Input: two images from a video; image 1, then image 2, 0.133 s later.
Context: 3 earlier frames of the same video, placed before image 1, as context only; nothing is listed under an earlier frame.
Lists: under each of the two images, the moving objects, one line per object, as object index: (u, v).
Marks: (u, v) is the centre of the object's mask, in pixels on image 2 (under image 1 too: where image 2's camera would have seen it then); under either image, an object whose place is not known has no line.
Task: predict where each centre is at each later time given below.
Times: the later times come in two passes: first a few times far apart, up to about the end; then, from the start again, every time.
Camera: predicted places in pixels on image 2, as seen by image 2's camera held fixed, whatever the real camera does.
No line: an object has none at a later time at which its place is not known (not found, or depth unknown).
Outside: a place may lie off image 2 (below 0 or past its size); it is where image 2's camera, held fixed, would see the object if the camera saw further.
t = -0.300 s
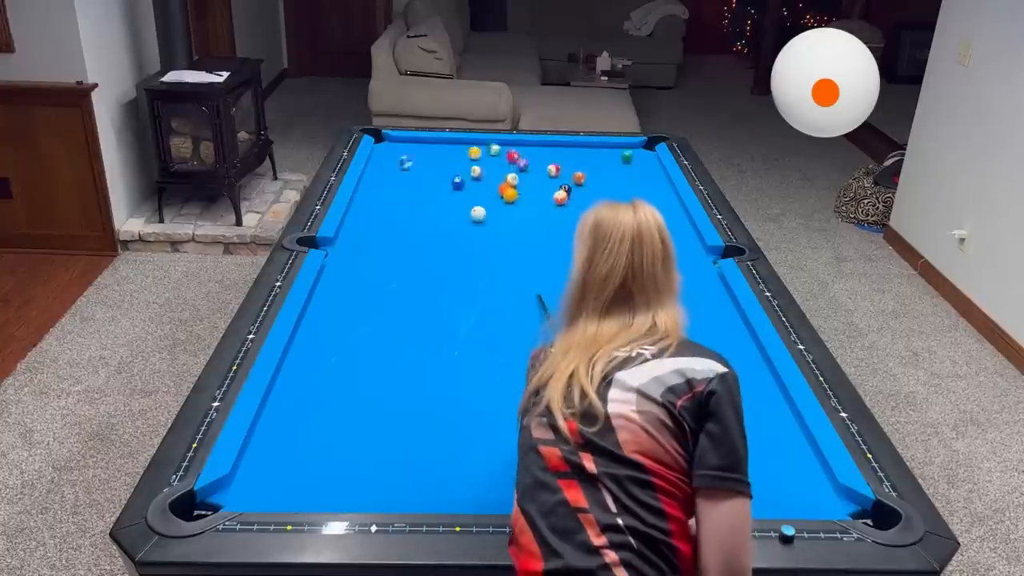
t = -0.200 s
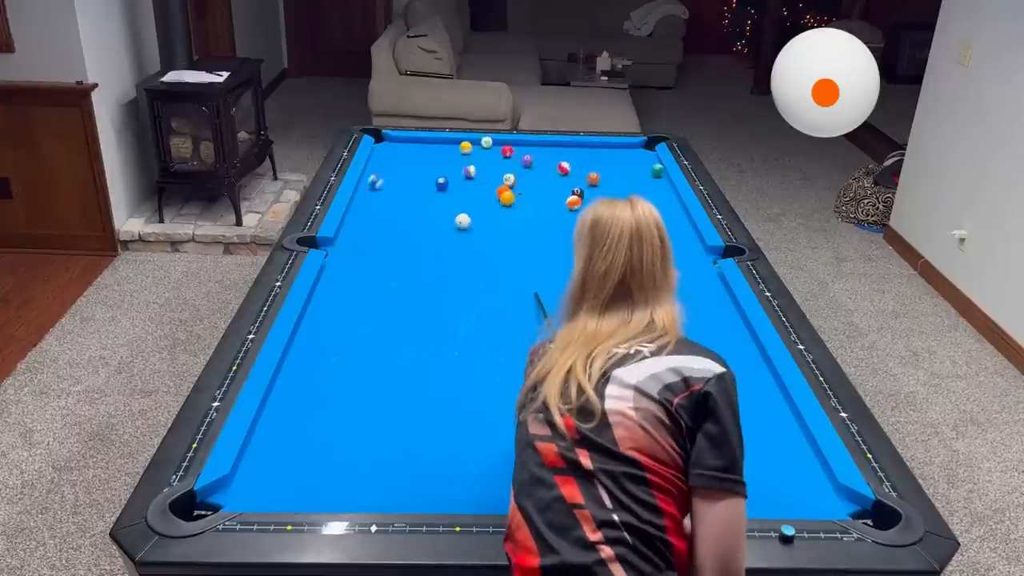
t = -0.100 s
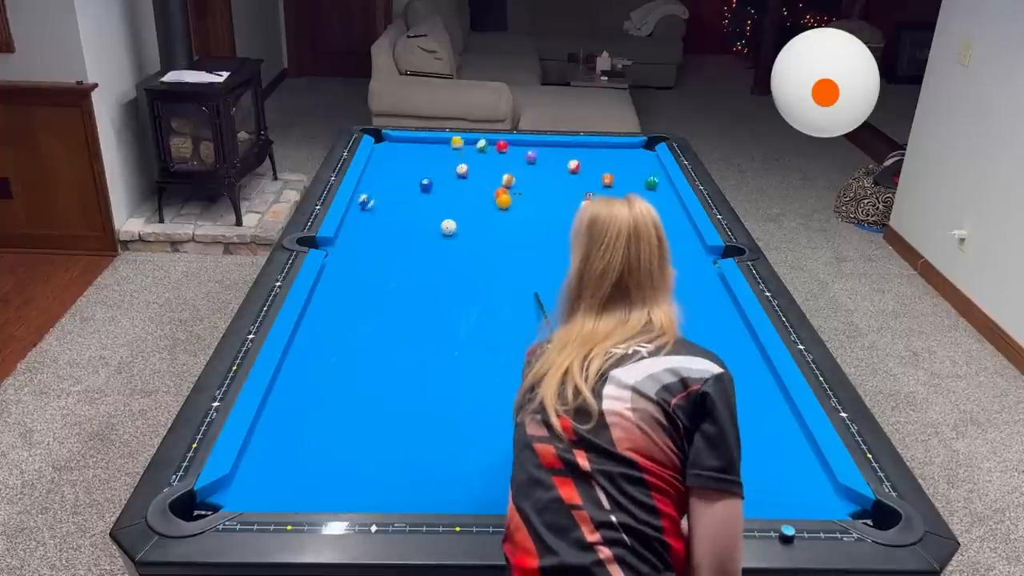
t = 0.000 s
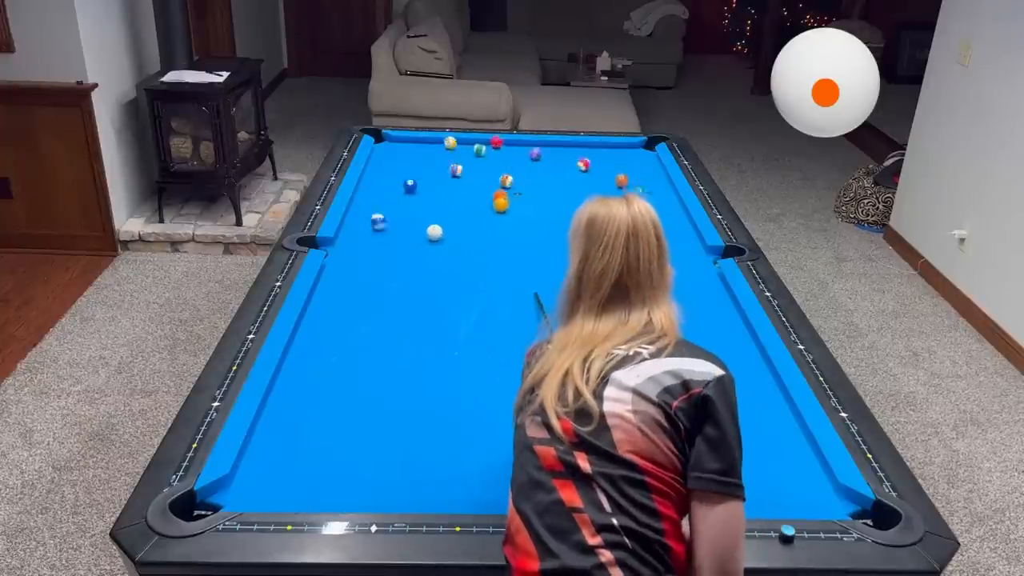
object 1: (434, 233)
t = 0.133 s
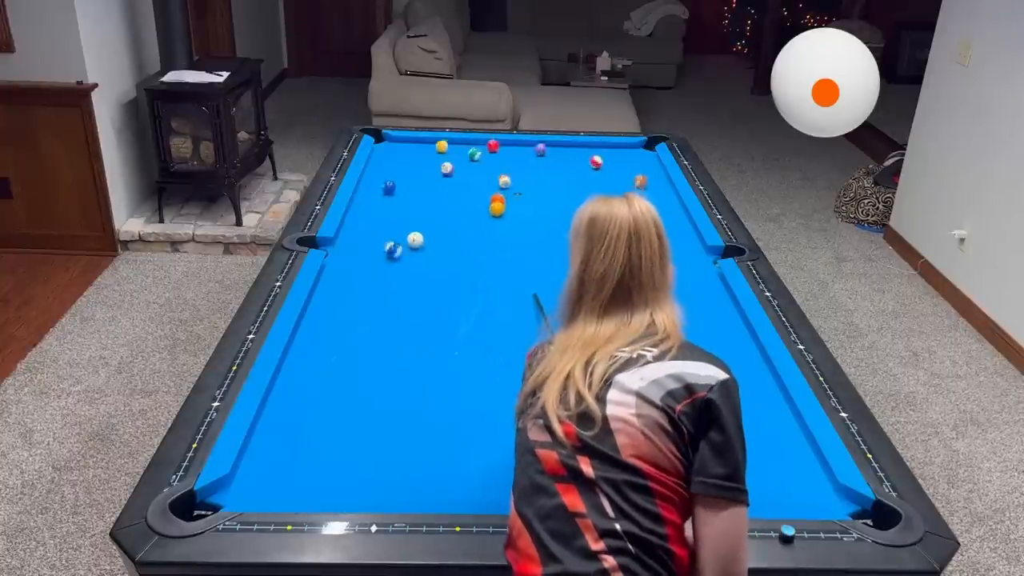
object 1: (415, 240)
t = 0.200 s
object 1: (405, 244)
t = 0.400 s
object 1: (375, 256)
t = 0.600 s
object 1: (343, 268)
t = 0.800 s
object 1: (333, 279)
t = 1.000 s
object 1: (342, 290)
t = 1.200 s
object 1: (352, 300)
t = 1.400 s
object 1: (361, 311)
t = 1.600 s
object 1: (370, 322)
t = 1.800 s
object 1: (380, 332)
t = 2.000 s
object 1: (389, 343)
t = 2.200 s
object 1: (399, 353)
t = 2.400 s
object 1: (409, 364)
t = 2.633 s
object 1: (419, 376)
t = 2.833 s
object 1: (429, 386)
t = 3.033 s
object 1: (438, 395)
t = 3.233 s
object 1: (446, 405)
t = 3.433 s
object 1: (455, 414)
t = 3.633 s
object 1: (463, 423)
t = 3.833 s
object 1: (471, 432)
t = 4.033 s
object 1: (479, 440)
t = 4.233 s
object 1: (486, 447)
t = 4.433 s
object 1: (492, 454)
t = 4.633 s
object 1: (498, 460)
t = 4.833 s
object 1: (504, 466)
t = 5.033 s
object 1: (508, 471)
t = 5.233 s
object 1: (513, 475)
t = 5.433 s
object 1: (516, 479)
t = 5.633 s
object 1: (519, 481)
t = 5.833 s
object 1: (522, 483)
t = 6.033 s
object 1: (524, 484)
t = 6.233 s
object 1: (525, 485)
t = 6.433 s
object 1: (525, 485)
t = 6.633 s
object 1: (526, 485)
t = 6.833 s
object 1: (526, 485)
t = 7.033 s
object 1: (526, 485)
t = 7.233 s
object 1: (526, 485)
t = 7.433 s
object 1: (526, 485)
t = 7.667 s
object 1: (526, 485)
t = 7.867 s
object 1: (526, 485)
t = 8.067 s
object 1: (526, 485)
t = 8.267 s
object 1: (526, 485)
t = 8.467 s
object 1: (526, 485)
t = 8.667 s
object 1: (526, 485)
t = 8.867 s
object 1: (526, 485)
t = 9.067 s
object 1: (526, 485)
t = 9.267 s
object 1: (526, 485)
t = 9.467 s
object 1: (526, 485)
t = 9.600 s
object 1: (526, 485)
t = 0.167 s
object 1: (410, 242)
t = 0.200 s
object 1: (405, 244)
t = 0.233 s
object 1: (400, 246)
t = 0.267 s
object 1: (395, 248)
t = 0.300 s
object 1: (390, 250)
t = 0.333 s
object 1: (385, 252)
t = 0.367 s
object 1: (380, 254)
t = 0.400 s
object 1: (375, 256)
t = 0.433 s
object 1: (370, 258)
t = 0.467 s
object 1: (364, 260)
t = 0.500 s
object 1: (359, 262)
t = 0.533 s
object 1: (354, 264)
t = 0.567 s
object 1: (348, 266)
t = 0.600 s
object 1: (343, 268)
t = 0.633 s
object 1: (338, 270)
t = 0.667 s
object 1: (332, 272)
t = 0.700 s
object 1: (326, 274)
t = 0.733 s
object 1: (329, 276)
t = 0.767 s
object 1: (331, 278)
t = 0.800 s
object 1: (333, 279)
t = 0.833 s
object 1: (335, 281)
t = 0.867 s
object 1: (336, 283)
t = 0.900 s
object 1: (338, 285)
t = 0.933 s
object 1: (339, 286)
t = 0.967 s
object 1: (341, 288)
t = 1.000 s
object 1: (342, 290)
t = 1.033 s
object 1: (344, 292)
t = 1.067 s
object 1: (345, 293)
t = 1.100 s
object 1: (347, 295)
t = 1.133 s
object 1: (348, 297)
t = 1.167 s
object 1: (350, 299)
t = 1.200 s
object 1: (352, 300)
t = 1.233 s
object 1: (353, 302)
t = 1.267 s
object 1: (355, 304)
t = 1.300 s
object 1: (356, 306)
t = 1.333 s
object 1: (358, 308)
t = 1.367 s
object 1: (359, 309)
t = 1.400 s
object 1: (361, 311)
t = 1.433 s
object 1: (362, 313)
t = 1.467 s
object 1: (364, 315)
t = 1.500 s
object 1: (366, 317)
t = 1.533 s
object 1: (367, 318)
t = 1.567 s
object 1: (369, 320)
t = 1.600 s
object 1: (370, 322)
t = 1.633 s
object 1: (372, 323)
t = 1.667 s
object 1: (374, 325)
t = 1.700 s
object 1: (375, 327)
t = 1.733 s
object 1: (377, 329)
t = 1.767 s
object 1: (378, 331)
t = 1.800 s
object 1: (380, 332)
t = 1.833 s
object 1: (382, 334)
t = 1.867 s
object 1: (383, 336)
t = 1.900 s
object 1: (385, 338)
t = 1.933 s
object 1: (386, 339)
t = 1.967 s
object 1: (388, 341)
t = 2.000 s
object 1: (389, 343)
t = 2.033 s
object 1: (391, 345)
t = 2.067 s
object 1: (393, 347)
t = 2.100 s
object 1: (394, 348)
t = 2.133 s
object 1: (396, 350)
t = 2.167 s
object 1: (397, 352)
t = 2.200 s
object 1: (399, 353)
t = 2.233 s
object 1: (400, 355)
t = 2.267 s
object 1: (402, 357)
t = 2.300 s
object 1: (404, 358)
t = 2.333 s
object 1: (405, 360)
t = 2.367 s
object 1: (407, 362)
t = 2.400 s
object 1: (409, 364)
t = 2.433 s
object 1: (410, 365)
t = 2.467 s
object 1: (412, 367)
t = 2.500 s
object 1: (413, 369)
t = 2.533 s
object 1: (415, 370)
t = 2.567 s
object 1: (416, 372)
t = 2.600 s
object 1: (418, 374)
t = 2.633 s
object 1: (419, 376)
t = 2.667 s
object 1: (421, 377)
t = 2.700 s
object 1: (422, 379)
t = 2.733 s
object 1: (424, 380)
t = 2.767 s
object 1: (425, 382)
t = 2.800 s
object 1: (427, 384)
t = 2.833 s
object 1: (429, 386)
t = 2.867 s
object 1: (430, 387)
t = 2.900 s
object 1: (431, 389)
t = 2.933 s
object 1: (433, 391)
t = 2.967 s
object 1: (435, 392)
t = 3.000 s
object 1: (436, 394)
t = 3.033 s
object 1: (438, 395)
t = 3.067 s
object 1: (439, 397)
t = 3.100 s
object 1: (440, 399)
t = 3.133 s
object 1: (442, 401)
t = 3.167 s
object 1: (443, 402)
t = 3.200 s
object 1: (445, 403)
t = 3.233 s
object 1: (446, 405)
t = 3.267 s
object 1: (448, 407)
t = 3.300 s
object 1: (449, 408)
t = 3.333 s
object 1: (451, 410)
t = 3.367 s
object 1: (452, 411)
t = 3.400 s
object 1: (454, 413)
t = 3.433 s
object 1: (455, 414)
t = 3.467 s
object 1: (456, 416)
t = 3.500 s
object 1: (458, 417)
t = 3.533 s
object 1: (459, 419)
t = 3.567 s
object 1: (460, 420)
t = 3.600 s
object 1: (462, 422)
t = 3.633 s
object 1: (463, 423)
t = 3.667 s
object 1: (465, 425)
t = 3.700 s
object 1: (466, 426)
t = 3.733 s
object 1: (467, 427)
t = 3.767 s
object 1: (468, 429)
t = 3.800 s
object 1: (470, 430)
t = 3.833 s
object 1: (471, 432)
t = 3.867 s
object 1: (472, 433)
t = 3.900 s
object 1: (474, 434)
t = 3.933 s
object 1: (475, 436)
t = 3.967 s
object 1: (476, 437)
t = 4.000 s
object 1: (477, 438)
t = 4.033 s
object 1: (479, 440)
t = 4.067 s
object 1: (480, 441)
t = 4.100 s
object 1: (481, 442)
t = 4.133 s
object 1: (482, 443)
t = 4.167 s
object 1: (483, 445)
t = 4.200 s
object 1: (484, 446)
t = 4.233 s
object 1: (486, 447)
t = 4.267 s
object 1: (487, 448)
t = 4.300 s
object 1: (488, 449)
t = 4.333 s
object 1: (489, 451)
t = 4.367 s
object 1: (490, 452)
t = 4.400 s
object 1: (491, 453)
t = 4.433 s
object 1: (492, 454)
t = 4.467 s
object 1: (493, 455)
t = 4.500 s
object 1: (494, 456)
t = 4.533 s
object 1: (495, 457)
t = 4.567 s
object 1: (496, 458)
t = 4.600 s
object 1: (497, 459)
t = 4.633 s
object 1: (498, 460)
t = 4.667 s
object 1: (499, 461)
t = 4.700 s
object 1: (500, 462)
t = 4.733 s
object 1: (501, 463)
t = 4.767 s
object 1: (502, 464)
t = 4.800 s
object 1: (503, 465)
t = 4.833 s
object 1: (504, 466)
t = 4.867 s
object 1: (504, 466)
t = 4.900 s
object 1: (505, 467)
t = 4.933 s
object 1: (506, 469)
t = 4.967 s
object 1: (507, 469)
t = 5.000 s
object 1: (508, 470)
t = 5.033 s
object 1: (508, 471)
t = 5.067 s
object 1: (509, 471)
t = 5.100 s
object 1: (510, 472)
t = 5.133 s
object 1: (510, 473)
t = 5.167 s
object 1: (511, 474)
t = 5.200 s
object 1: (512, 475)
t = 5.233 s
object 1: (513, 475)
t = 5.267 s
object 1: (513, 476)
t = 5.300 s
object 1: (514, 477)
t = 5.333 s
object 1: (515, 477)
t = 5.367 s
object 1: (515, 478)
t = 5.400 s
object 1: (516, 478)
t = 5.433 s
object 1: (516, 479)
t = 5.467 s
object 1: (517, 479)
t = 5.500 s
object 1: (518, 480)
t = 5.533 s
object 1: (518, 480)
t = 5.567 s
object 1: (518, 481)
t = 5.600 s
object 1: (519, 481)
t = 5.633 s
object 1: (519, 481)
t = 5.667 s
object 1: (520, 482)
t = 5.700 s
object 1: (521, 482)
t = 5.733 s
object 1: (521, 483)
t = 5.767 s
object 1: (521, 483)
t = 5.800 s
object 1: (521, 483)
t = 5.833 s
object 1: (522, 483)
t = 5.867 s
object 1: (522, 484)
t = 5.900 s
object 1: (522, 484)
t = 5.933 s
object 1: (523, 484)
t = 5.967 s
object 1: (523, 484)
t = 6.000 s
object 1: (524, 484)
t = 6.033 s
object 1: (524, 484)
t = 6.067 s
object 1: (524, 484)
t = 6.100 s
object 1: (524, 484)
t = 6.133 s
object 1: (525, 485)
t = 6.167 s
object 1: (525, 485)
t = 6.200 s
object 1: (525, 485)
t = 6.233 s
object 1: (525, 485)
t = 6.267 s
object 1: (525, 485)
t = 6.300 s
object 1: (525, 485)
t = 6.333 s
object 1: (525, 485)
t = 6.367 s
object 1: (525, 485)
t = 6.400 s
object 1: (525, 485)
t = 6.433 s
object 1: (525, 485)
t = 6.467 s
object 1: (526, 485)
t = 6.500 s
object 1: (526, 485)
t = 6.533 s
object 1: (526, 485)
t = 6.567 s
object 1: (525, 485)
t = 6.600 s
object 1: (526, 485)
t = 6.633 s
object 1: (526, 485)
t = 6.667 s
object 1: (526, 485)
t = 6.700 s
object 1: (526, 485)
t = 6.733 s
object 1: (526, 485)
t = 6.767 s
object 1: (525, 485)
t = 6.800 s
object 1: (526, 485)
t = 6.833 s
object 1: (526, 485)
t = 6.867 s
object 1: (526, 485)
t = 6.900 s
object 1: (525, 485)
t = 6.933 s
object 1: (526, 485)
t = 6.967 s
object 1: (526, 485)
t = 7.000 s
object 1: (526, 485)
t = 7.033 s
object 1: (526, 485)
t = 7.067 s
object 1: (526, 485)
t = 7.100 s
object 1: (526, 485)
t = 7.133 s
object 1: (526, 485)
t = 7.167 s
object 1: (526, 485)
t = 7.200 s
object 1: (526, 485)
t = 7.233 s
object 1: (526, 485)
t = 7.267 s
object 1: (526, 485)
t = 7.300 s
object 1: (526, 485)
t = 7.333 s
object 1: (526, 485)
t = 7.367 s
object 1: (526, 485)
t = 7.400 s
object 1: (526, 485)
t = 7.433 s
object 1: (526, 485)
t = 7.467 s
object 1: (526, 485)
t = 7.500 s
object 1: (526, 485)
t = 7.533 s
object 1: (526, 485)
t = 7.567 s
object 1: (526, 485)
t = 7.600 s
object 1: (526, 485)
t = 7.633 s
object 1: (526, 485)
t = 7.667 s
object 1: (526, 485)
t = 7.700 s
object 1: (526, 485)
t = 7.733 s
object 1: (526, 485)
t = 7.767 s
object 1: (526, 485)
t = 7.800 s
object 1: (526, 485)
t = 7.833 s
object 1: (526, 485)
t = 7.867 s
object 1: (526, 485)
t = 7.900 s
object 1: (526, 485)
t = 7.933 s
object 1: (526, 485)
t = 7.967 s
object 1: (525, 485)
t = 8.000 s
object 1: (526, 485)
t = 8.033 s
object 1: (526, 485)
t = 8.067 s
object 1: (526, 485)
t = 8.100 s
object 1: (526, 485)
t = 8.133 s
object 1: (526, 485)
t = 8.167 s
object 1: (526, 485)
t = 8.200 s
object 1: (526, 485)
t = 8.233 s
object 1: (526, 485)
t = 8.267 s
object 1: (526, 485)
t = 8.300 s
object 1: (526, 485)
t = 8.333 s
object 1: (526, 485)
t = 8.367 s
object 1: (526, 485)
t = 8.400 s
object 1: (526, 485)
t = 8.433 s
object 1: (526, 485)
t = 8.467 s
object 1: (526, 485)
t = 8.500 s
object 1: (526, 485)
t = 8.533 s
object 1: (526, 485)
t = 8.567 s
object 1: (526, 485)
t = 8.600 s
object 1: (526, 485)
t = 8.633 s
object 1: (526, 485)
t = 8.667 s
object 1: (526, 485)
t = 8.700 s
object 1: (526, 485)
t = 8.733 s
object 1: (526, 485)
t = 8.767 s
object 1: (526, 485)
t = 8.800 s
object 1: (526, 485)
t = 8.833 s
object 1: (526, 485)
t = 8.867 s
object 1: (526, 485)
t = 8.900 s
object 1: (526, 485)
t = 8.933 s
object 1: (526, 485)
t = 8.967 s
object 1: (526, 485)
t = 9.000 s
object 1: (526, 485)
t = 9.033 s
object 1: (526, 485)
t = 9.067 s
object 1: (526, 485)
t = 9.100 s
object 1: (526, 485)
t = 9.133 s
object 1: (526, 485)
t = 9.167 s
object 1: (526, 485)
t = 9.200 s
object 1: (526, 485)
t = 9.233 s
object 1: (526, 485)
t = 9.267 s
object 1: (526, 485)
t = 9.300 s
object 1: (526, 485)
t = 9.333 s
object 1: (526, 485)
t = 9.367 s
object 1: (526, 485)
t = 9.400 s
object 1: (526, 485)
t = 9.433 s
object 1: (526, 485)
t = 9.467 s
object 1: (526, 485)
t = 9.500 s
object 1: (526, 485)
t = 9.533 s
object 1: (526, 485)
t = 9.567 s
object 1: (526, 485)
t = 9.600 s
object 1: (526, 485)
